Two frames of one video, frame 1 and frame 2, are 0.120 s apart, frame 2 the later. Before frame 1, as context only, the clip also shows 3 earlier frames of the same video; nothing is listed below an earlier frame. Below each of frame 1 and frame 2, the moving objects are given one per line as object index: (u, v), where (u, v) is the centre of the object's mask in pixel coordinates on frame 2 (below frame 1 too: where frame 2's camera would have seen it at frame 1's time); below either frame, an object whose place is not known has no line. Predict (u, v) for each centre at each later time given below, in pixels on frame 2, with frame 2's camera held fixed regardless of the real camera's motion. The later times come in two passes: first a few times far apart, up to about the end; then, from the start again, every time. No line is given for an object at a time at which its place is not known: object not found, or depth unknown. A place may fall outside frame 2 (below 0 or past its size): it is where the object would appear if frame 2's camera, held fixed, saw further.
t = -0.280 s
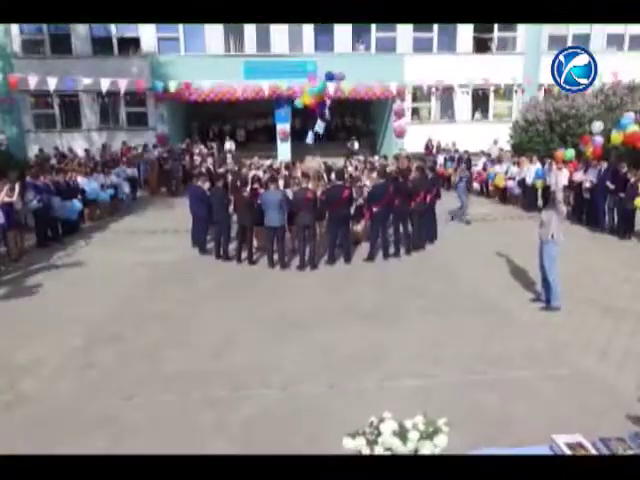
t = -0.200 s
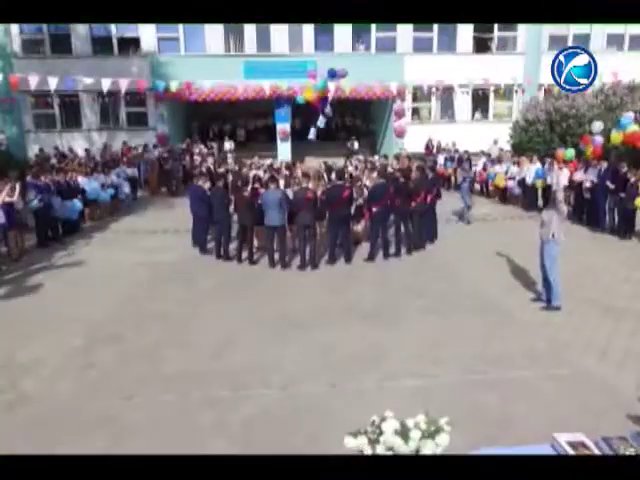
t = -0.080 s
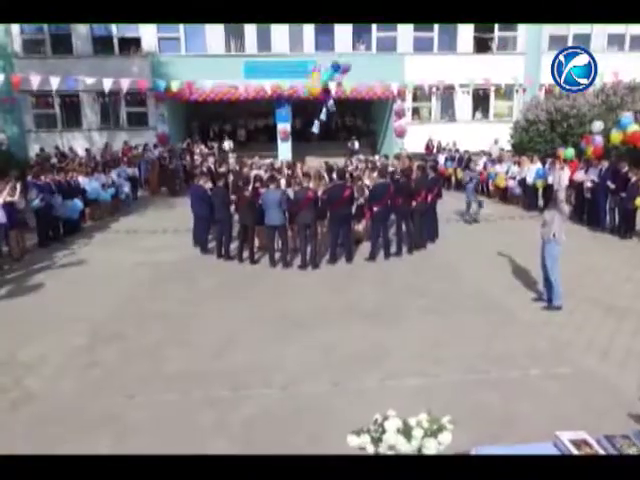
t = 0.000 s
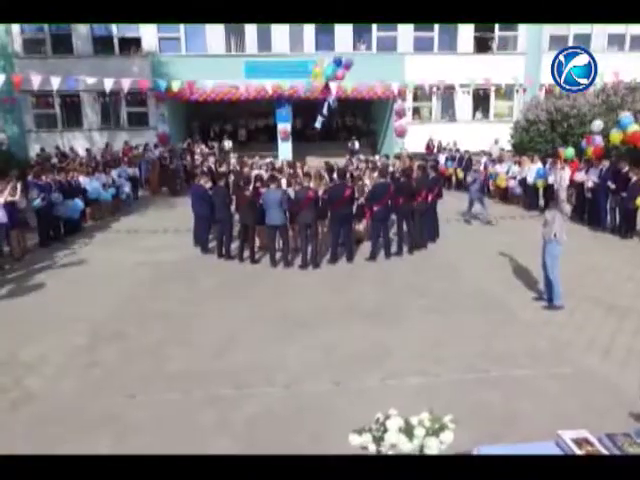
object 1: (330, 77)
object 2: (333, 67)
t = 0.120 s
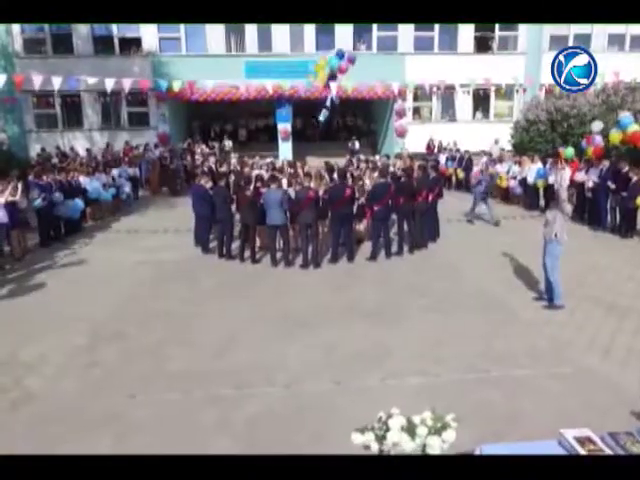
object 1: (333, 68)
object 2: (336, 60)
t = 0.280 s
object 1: (336, 59)
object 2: (337, 51)
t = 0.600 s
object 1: (343, 41)
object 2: (344, 32)
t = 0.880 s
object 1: (348, 37)
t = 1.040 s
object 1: (347, 30)
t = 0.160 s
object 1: (333, 65)
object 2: (336, 58)
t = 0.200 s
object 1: (335, 63)
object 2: (337, 56)
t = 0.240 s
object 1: (335, 62)
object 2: (337, 54)
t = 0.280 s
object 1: (336, 59)
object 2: (337, 51)
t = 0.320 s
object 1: (336, 57)
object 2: (338, 49)
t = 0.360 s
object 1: (337, 54)
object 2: (339, 47)
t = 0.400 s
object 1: (339, 51)
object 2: (340, 44)
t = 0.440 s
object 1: (340, 50)
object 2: (341, 42)
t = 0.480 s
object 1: (341, 48)
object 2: (343, 40)
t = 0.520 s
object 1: (342, 45)
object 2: (344, 37)
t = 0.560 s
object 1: (342, 43)
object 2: (344, 35)
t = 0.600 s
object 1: (343, 41)
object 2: (344, 32)
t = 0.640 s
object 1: (345, 39)
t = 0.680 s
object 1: (349, 38)
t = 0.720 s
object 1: (348, 37)
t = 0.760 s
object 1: (349, 37)
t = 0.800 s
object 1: (349, 36)
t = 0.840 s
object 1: (349, 36)
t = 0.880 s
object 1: (348, 37)
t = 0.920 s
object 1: (348, 34)
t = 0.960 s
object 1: (346, 31)
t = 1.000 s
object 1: (345, 30)
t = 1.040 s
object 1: (347, 30)
